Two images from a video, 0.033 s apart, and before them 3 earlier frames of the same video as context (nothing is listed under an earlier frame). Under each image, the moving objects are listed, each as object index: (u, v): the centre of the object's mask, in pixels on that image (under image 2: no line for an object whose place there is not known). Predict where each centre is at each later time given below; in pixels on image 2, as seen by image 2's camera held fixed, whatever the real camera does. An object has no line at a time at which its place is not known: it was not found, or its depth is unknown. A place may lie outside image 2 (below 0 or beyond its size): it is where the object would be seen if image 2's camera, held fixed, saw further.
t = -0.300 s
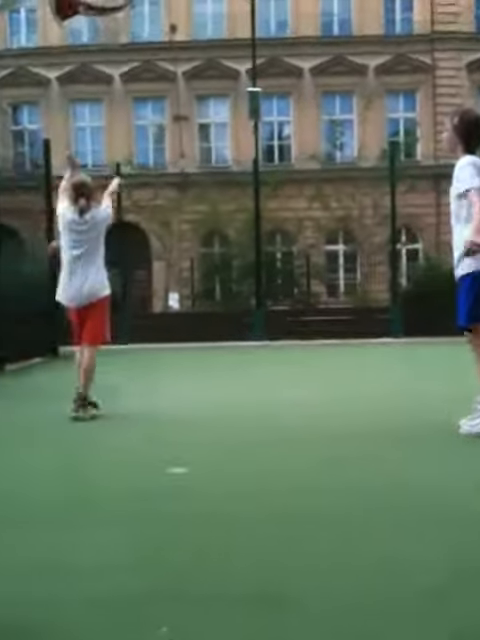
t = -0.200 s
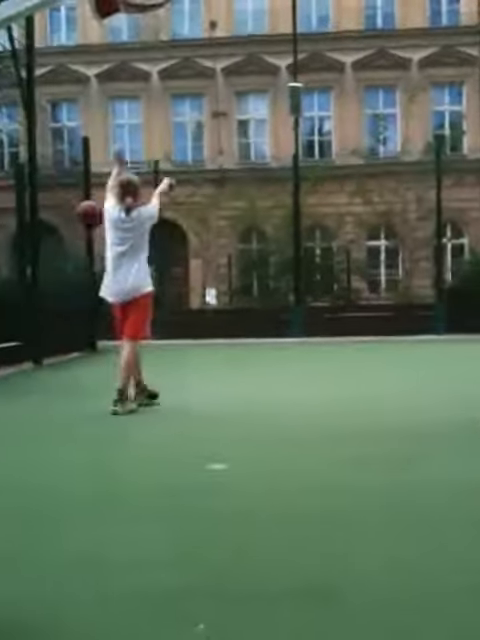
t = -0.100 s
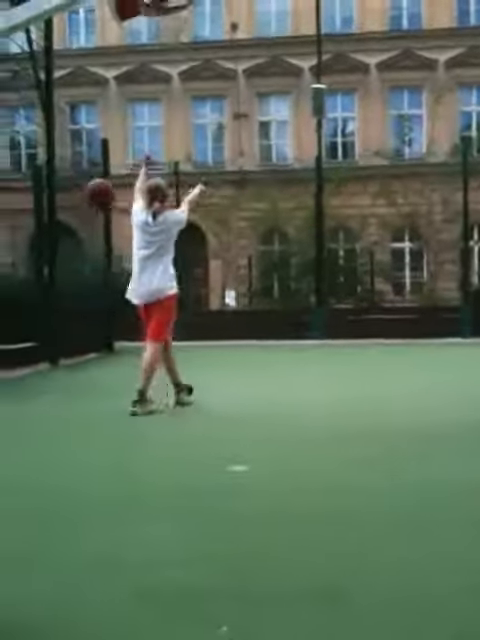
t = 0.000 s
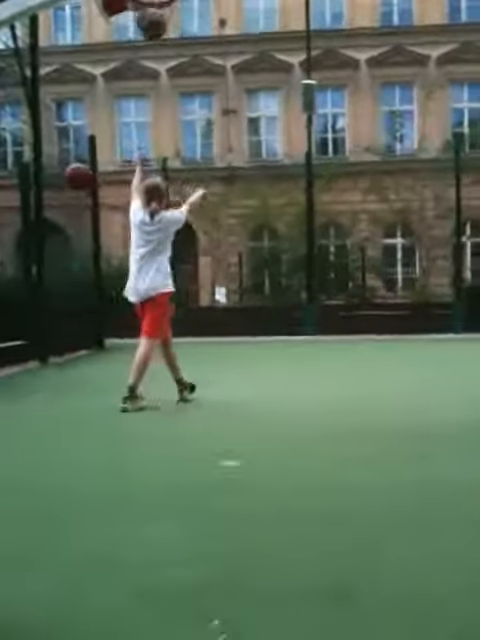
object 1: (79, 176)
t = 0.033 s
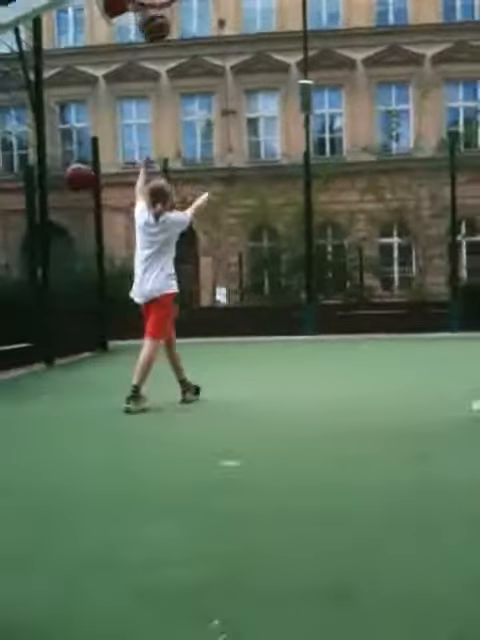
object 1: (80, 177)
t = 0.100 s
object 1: (74, 186)
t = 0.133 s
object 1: (73, 184)
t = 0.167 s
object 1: (63, 182)
